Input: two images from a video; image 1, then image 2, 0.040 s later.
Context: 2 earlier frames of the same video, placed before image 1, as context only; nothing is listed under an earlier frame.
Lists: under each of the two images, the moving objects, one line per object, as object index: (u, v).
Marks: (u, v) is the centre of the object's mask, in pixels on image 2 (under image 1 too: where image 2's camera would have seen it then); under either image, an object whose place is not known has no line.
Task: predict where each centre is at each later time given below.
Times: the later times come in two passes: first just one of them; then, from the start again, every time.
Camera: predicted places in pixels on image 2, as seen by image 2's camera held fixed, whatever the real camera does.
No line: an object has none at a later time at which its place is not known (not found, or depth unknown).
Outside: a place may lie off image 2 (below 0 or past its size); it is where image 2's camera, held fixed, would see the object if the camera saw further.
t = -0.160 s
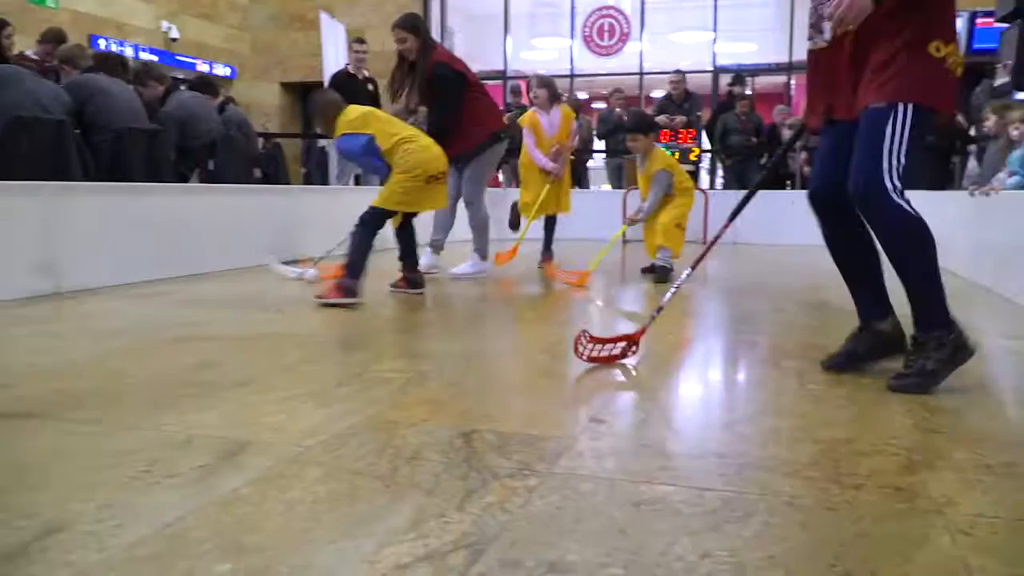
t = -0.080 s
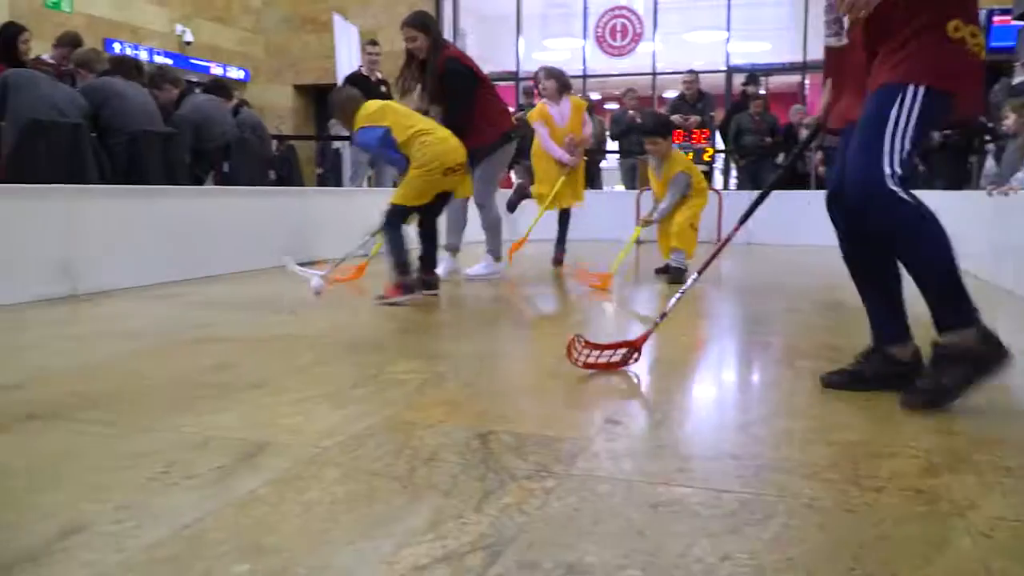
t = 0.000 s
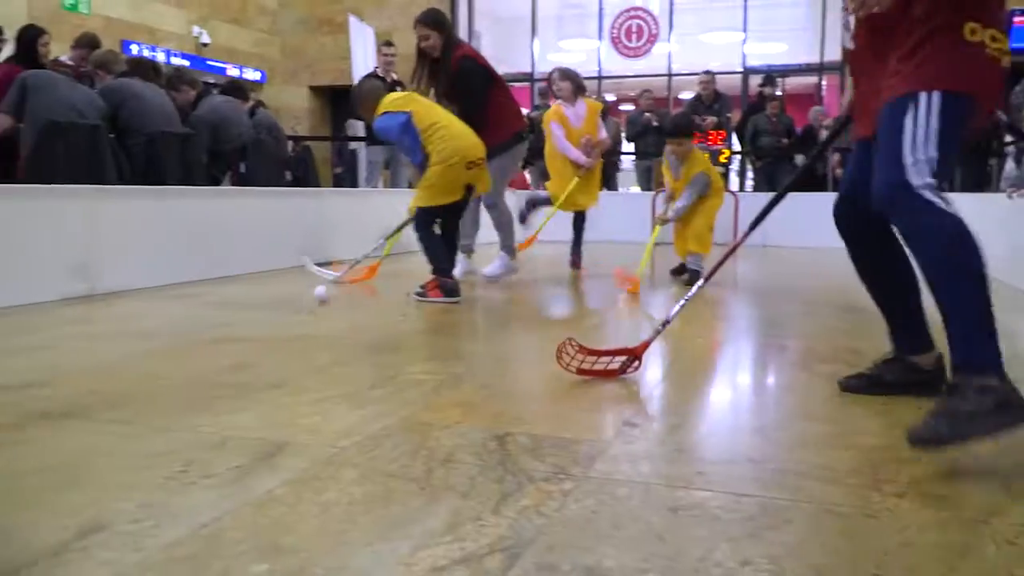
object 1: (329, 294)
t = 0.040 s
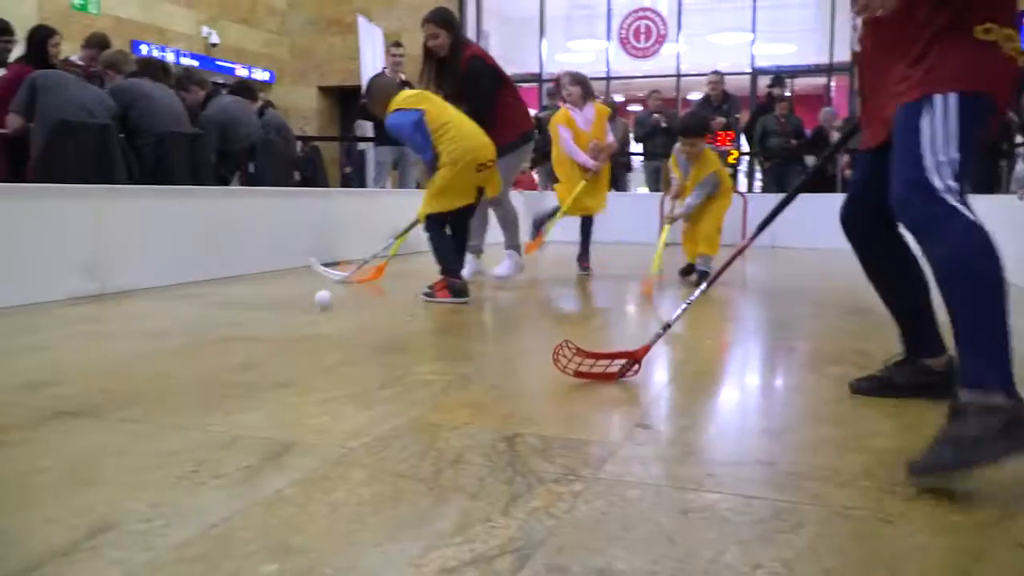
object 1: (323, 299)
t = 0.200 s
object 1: (289, 321)
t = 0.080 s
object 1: (315, 303)
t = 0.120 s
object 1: (308, 310)
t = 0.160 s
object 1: (298, 315)
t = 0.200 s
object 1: (289, 321)
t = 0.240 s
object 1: (278, 327)
